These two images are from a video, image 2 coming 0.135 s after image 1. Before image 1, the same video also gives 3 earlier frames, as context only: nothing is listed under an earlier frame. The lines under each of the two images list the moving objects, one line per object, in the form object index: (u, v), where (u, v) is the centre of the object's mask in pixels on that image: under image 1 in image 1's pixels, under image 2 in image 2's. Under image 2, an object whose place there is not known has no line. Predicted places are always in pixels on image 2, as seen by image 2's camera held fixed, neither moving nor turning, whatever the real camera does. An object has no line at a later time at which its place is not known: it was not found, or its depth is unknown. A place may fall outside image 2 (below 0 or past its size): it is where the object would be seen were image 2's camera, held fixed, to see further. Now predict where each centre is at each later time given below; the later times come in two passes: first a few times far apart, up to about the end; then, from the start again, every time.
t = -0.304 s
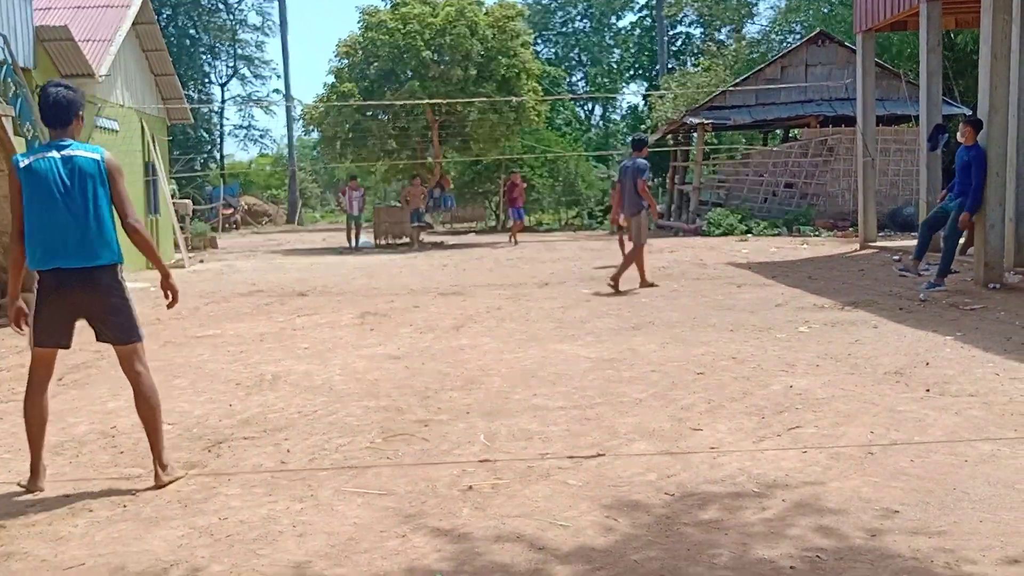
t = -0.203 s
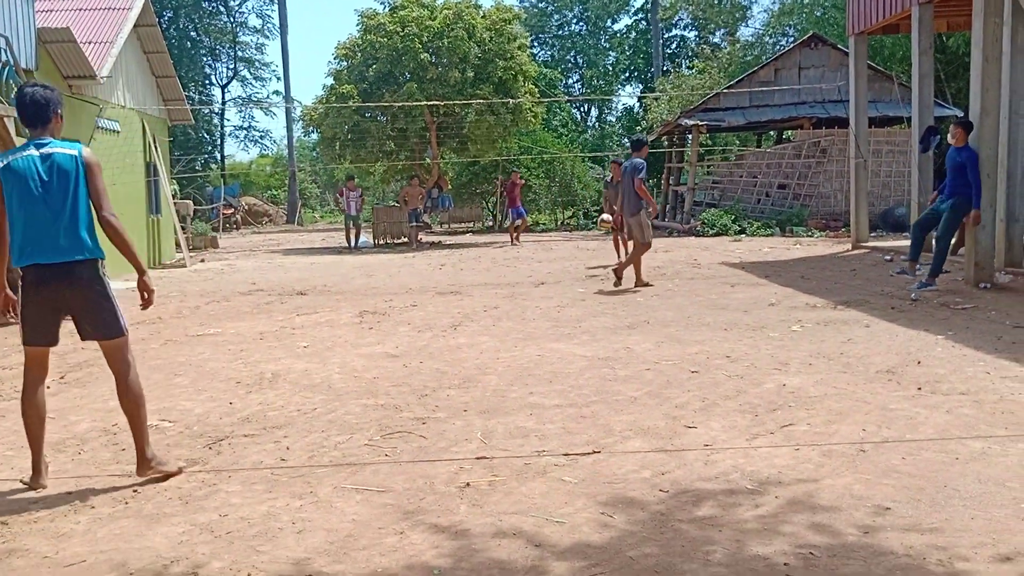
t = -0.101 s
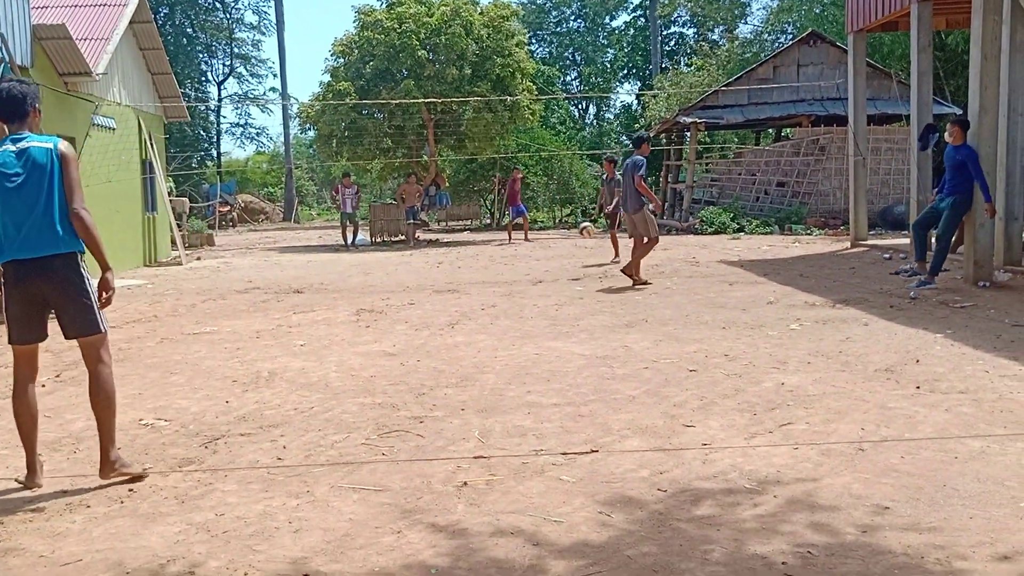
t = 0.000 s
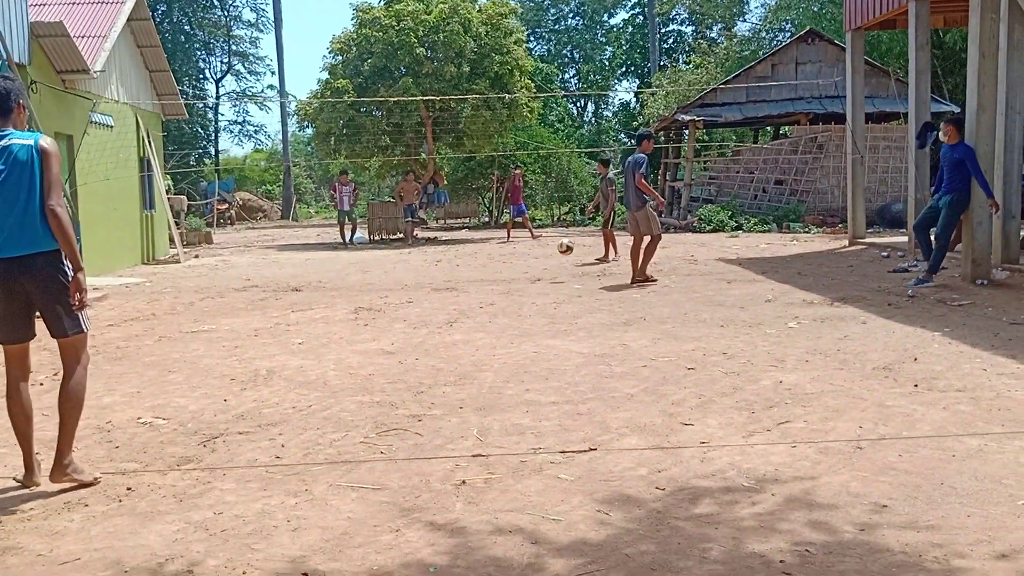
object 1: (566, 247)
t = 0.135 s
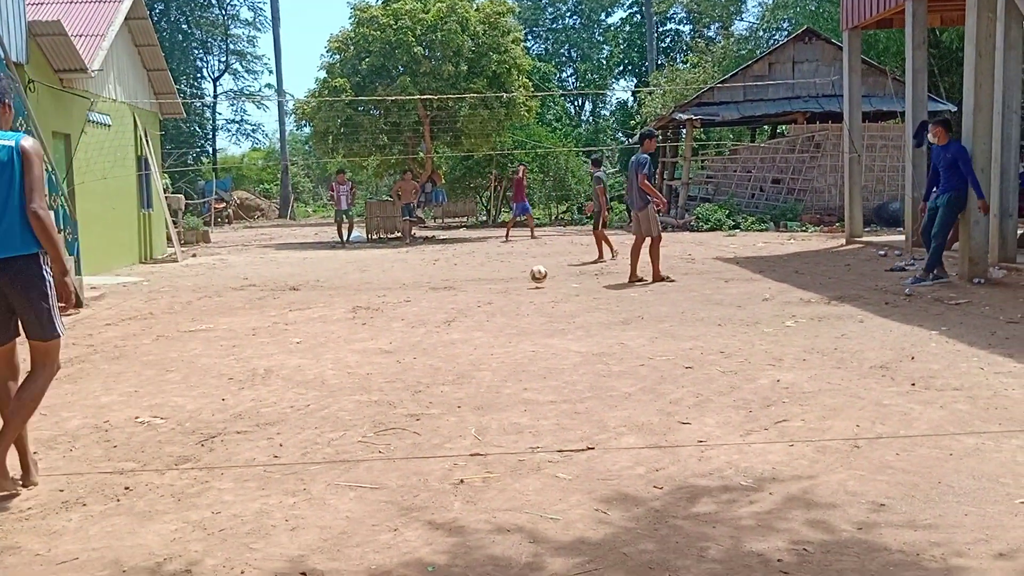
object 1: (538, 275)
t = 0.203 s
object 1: (531, 260)
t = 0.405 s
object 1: (504, 240)
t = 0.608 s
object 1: (475, 256)
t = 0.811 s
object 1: (441, 305)
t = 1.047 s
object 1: (393, 279)
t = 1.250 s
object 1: (343, 311)
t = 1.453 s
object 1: (279, 346)
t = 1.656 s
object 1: (195, 371)
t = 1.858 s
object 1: (81, 405)
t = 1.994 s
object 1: (3, 427)
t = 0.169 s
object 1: (534, 268)
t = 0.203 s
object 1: (531, 260)
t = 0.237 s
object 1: (526, 254)
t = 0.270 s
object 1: (522, 250)
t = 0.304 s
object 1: (518, 247)
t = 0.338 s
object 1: (513, 243)
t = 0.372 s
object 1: (508, 241)
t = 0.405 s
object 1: (504, 240)
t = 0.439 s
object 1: (499, 240)
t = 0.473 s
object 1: (495, 240)
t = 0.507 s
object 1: (490, 242)
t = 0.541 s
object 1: (485, 245)
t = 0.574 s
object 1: (480, 250)
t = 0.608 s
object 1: (475, 256)
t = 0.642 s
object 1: (469, 263)
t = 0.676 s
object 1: (464, 271)
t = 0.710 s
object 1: (459, 281)
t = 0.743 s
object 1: (453, 292)
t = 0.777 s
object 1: (447, 305)
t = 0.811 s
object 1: (441, 305)
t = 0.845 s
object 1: (435, 299)
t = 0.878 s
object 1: (428, 292)
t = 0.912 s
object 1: (421, 287)
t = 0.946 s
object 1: (415, 283)
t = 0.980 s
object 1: (407, 281)
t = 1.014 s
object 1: (400, 279)
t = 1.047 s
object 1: (393, 279)
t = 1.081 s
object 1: (385, 280)
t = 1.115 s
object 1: (377, 283)
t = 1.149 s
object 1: (369, 288)
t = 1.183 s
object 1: (361, 294)
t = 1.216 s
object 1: (352, 301)
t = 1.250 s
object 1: (343, 311)
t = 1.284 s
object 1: (334, 323)
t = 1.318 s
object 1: (325, 336)
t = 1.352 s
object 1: (315, 352)
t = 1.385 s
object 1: (303, 351)
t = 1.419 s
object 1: (291, 347)
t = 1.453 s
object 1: (279, 346)
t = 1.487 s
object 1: (267, 345)
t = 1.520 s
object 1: (253, 346)
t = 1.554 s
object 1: (239, 349)
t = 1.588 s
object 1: (225, 354)
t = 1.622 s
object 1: (210, 361)
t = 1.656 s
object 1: (195, 371)
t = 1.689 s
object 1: (178, 382)
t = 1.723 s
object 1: (161, 398)
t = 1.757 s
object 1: (144, 412)
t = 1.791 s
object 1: (124, 408)
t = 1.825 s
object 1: (104, 405)
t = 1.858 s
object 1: (81, 405)
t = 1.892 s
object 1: (58, 407)
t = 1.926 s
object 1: (35, 412)
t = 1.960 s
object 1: (14, 417)
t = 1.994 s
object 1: (3, 427)
